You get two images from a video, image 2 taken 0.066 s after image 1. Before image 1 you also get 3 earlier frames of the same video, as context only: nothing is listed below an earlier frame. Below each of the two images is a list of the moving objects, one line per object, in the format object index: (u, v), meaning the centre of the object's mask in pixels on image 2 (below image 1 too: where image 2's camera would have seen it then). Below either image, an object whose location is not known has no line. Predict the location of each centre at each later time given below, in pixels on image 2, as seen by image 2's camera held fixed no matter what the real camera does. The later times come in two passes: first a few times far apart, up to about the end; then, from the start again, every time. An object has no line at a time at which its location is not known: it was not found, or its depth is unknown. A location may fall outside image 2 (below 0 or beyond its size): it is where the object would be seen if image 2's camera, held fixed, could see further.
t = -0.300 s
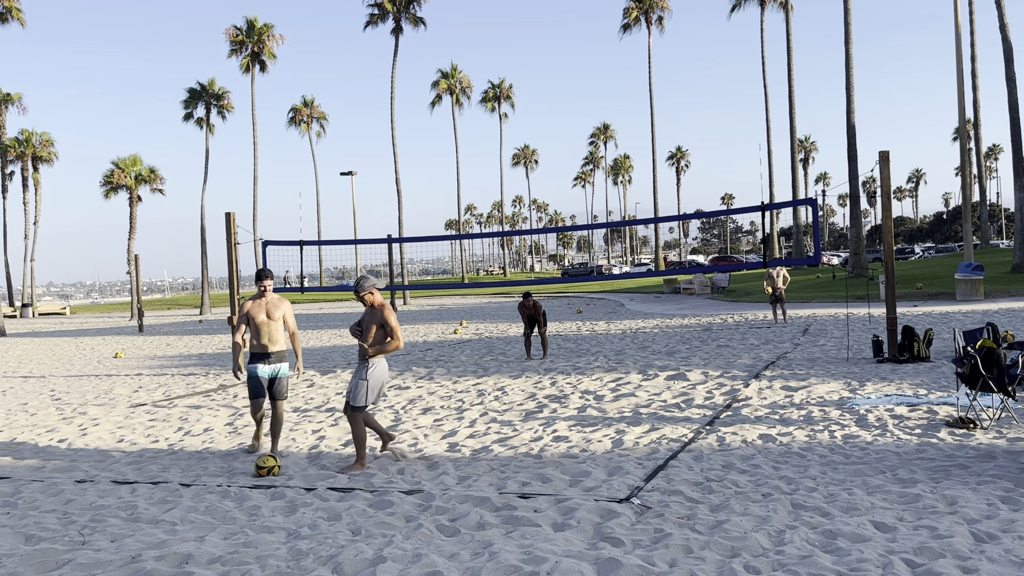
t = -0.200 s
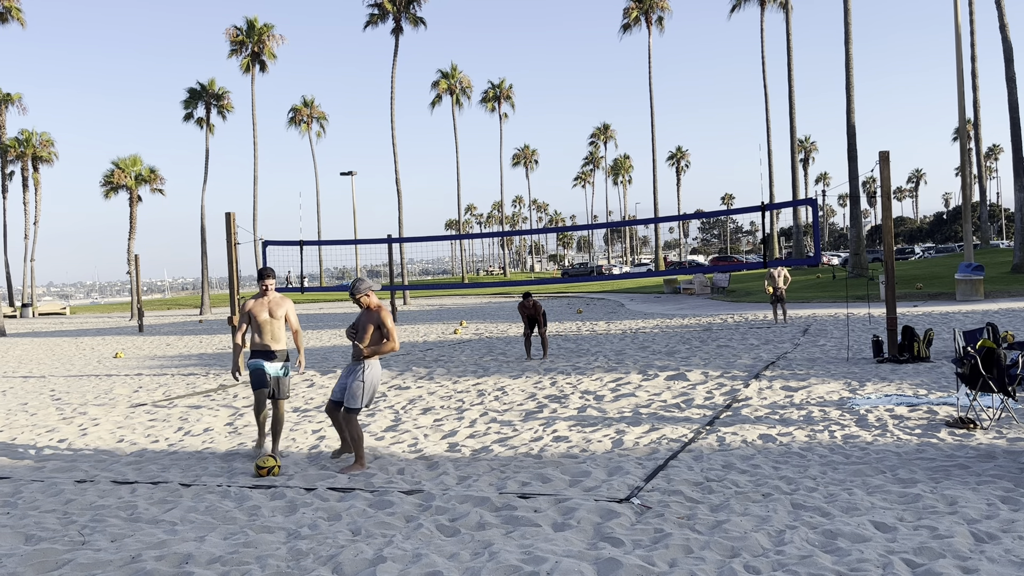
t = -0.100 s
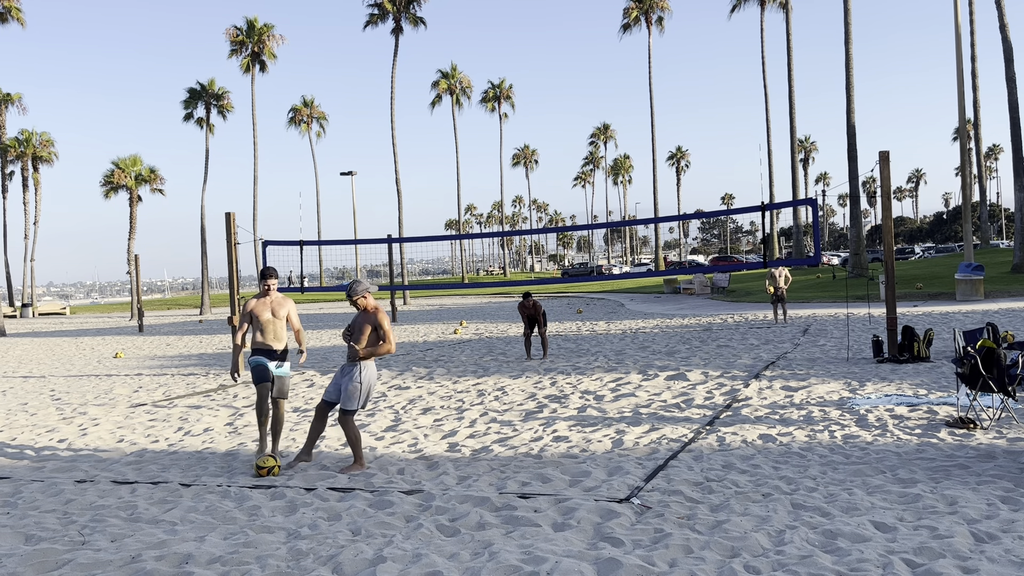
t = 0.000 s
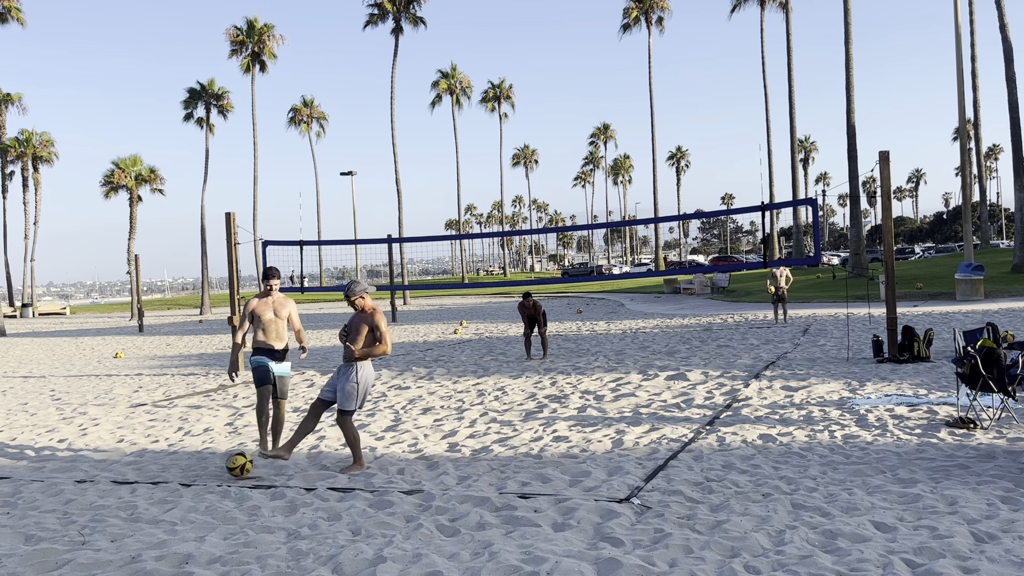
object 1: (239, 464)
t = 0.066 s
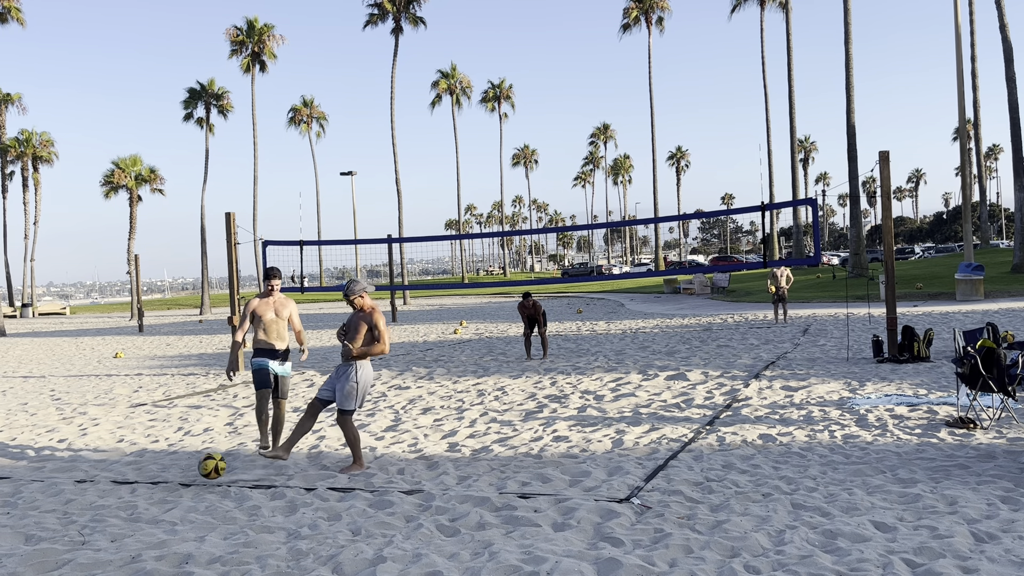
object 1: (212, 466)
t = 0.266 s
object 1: (133, 486)
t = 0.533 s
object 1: (58, 502)
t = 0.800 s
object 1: (8, 512)
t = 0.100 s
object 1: (198, 469)
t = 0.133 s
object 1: (184, 473)
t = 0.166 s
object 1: (170, 479)
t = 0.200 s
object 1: (155, 486)
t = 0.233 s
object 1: (144, 487)
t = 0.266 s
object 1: (133, 486)
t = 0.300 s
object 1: (123, 487)
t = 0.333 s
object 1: (113, 489)
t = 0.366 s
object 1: (103, 492)
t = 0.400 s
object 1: (93, 498)
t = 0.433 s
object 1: (84, 498)
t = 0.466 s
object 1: (75, 497)
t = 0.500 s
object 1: (67, 499)
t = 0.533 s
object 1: (58, 502)
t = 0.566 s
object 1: (50, 504)
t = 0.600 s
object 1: (43, 503)
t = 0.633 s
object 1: (36, 505)
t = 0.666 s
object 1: (29, 506)
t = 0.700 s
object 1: (21, 507)
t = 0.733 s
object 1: (15, 508)
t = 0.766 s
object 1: (11, 510)
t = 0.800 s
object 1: (8, 512)
